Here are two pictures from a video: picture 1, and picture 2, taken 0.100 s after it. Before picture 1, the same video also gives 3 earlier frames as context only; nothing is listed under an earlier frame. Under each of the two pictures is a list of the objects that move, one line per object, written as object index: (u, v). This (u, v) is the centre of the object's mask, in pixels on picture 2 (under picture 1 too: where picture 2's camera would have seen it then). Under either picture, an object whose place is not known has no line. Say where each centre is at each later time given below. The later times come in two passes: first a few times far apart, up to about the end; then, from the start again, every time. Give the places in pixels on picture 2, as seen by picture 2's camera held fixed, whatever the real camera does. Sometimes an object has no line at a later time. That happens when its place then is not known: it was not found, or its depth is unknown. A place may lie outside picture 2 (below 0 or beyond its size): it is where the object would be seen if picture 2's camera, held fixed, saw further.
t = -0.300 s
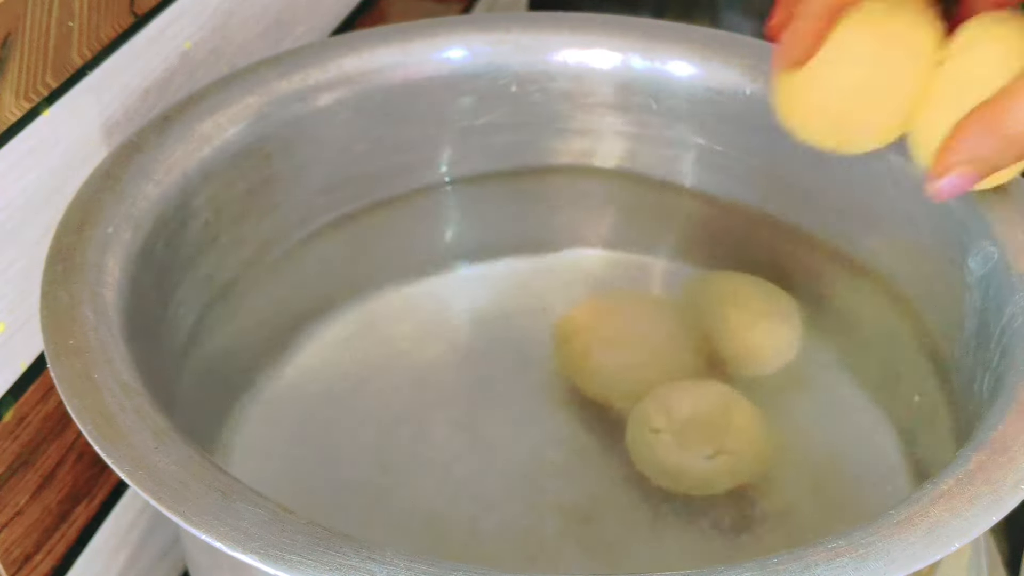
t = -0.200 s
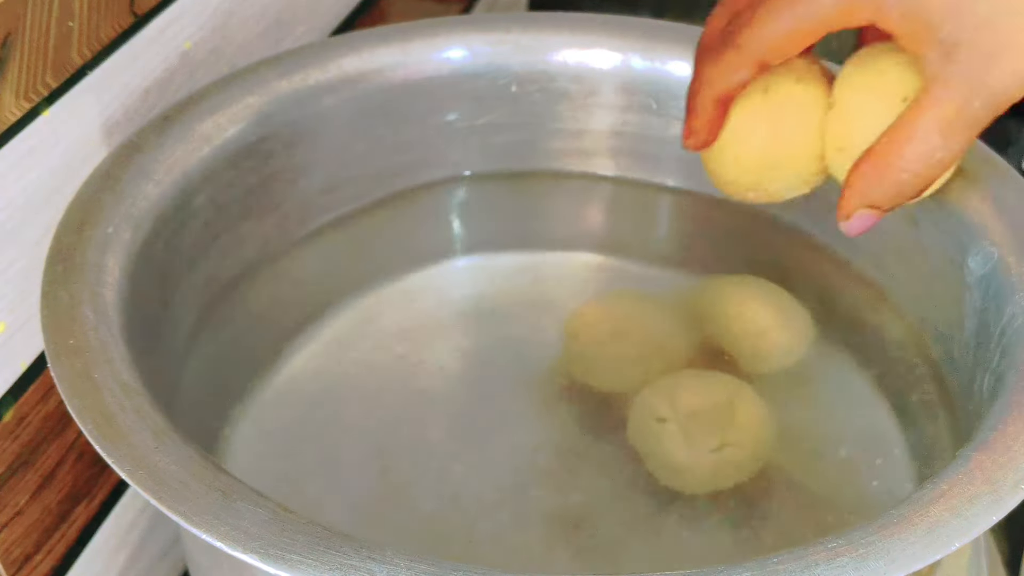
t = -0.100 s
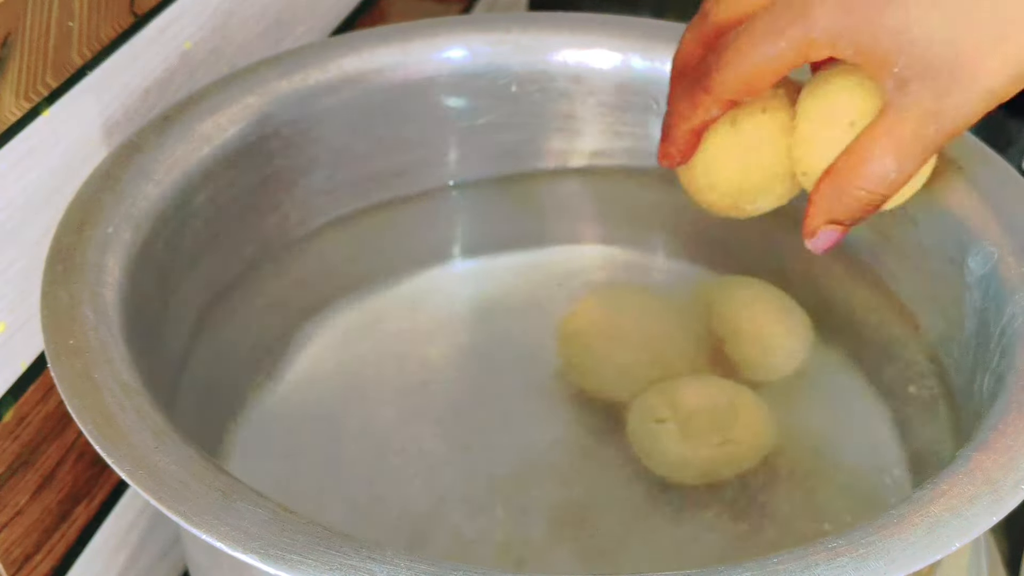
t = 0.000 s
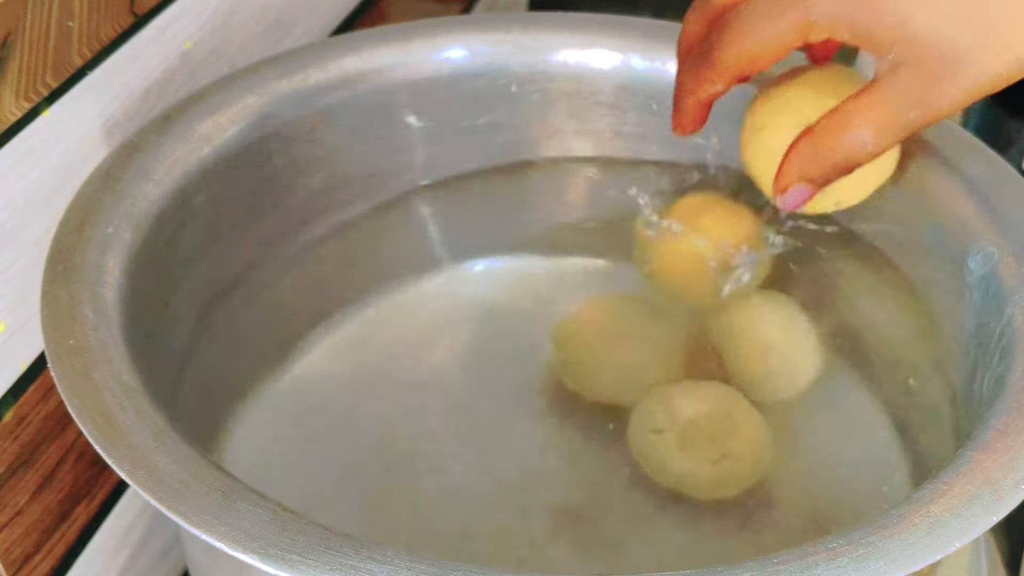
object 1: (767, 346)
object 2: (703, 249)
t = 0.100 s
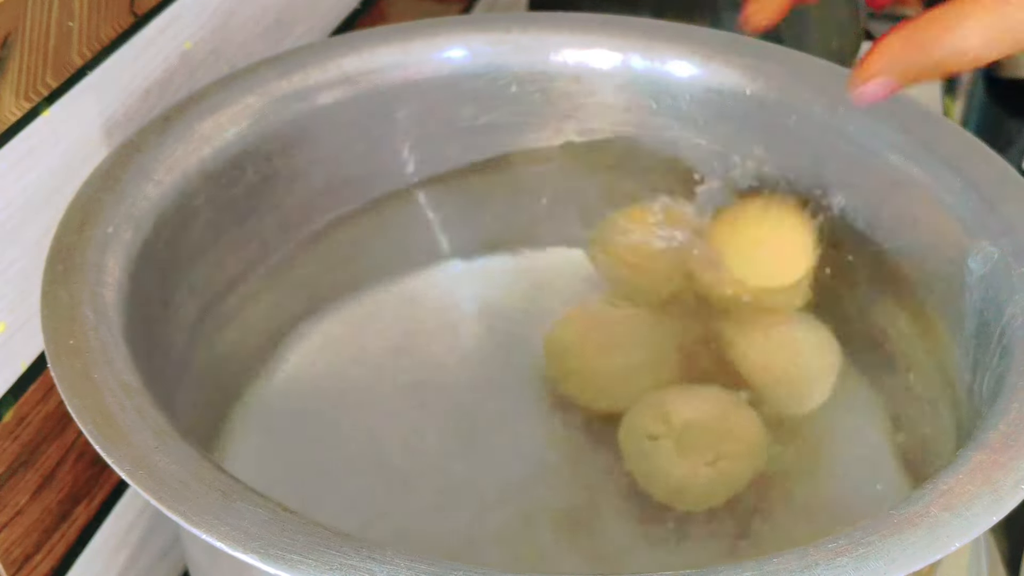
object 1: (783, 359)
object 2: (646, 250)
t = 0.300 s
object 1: (811, 404)
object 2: (566, 273)
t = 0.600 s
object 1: (832, 423)
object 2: (531, 284)
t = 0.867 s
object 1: (837, 438)
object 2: (541, 283)
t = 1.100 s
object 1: (829, 436)
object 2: (544, 281)
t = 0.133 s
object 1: (787, 365)
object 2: (630, 242)
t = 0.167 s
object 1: (790, 372)
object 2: (616, 252)
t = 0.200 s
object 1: (793, 380)
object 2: (605, 261)
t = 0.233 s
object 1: (799, 389)
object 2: (593, 264)
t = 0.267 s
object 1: (805, 397)
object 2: (577, 265)
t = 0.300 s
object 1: (811, 404)
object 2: (566, 273)
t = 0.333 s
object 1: (816, 412)
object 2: (561, 276)
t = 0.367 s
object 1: (819, 417)
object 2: (555, 272)
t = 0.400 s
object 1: (819, 420)
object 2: (551, 273)
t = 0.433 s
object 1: (820, 421)
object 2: (544, 278)
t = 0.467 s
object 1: (823, 424)
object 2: (541, 281)
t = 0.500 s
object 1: (822, 425)
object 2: (536, 284)
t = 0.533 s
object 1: (824, 425)
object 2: (536, 275)
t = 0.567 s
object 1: (829, 423)
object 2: (532, 278)
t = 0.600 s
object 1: (832, 423)
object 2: (531, 284)
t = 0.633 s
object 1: (835, 423)
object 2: (539, 281)
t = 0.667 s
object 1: (835, 423)
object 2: (544, 278)
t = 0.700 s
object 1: (833, 426)
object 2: (538, 281)
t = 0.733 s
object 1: (832, 429)
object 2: (541, 279)
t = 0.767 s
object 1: (834, 429)
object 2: (542, 281)
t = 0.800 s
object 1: (834, 434)
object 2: (543, 282)
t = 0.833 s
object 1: (834, 437)
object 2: (542, 283)
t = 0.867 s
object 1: (837, 438)
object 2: (541, 283)
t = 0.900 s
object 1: (842, 440)
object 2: (542, 275)
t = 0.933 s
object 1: (843, 440)
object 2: (543, 276)
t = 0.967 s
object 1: (842, 436)
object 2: (545, 273)
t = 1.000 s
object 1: (842, 435)
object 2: (549, 272)
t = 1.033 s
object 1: (841, 436)
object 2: (545, 277)
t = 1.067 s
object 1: (836, 437)
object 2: (545, 279)
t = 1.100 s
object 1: (829, 436)
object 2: (544, 281)
